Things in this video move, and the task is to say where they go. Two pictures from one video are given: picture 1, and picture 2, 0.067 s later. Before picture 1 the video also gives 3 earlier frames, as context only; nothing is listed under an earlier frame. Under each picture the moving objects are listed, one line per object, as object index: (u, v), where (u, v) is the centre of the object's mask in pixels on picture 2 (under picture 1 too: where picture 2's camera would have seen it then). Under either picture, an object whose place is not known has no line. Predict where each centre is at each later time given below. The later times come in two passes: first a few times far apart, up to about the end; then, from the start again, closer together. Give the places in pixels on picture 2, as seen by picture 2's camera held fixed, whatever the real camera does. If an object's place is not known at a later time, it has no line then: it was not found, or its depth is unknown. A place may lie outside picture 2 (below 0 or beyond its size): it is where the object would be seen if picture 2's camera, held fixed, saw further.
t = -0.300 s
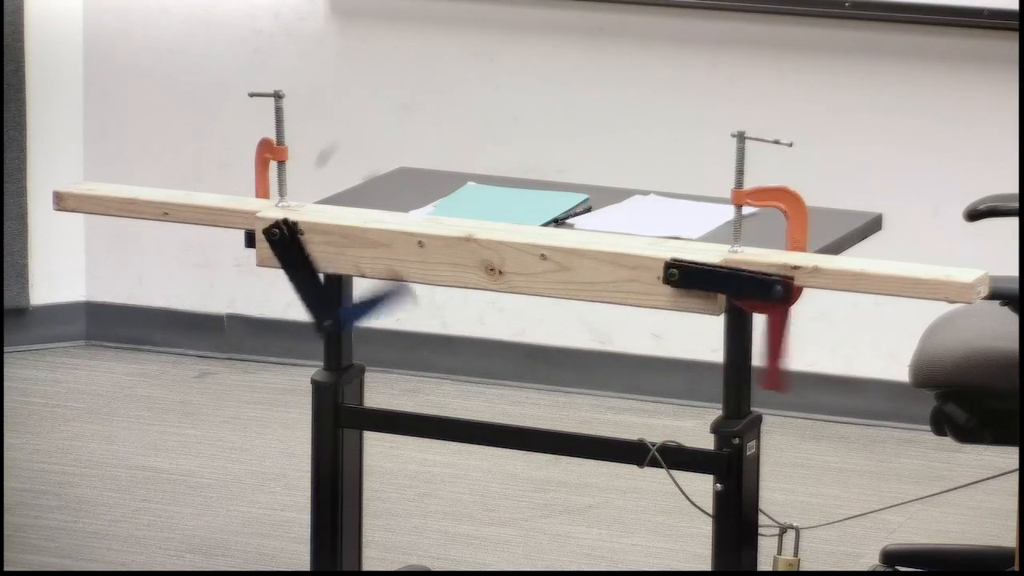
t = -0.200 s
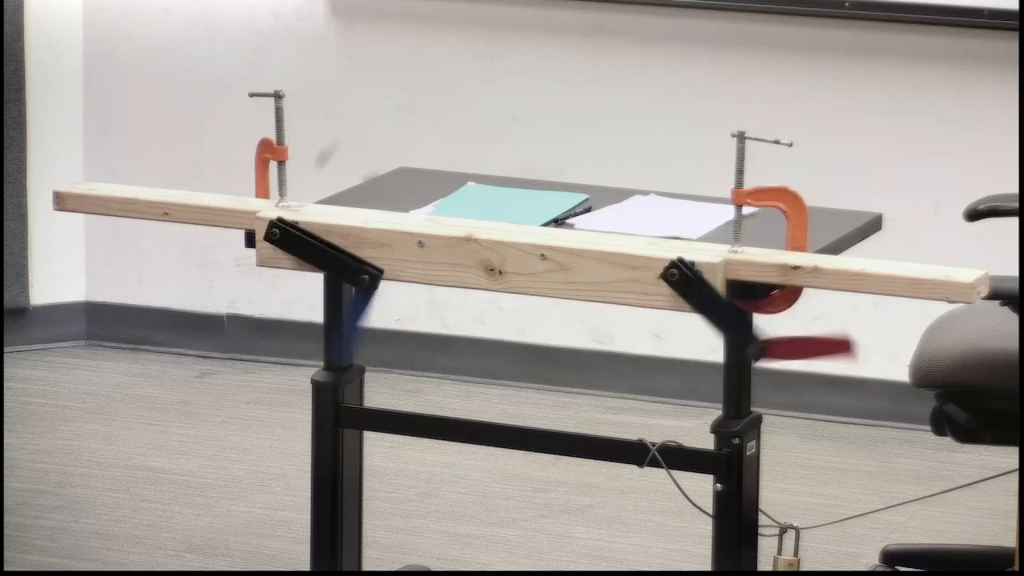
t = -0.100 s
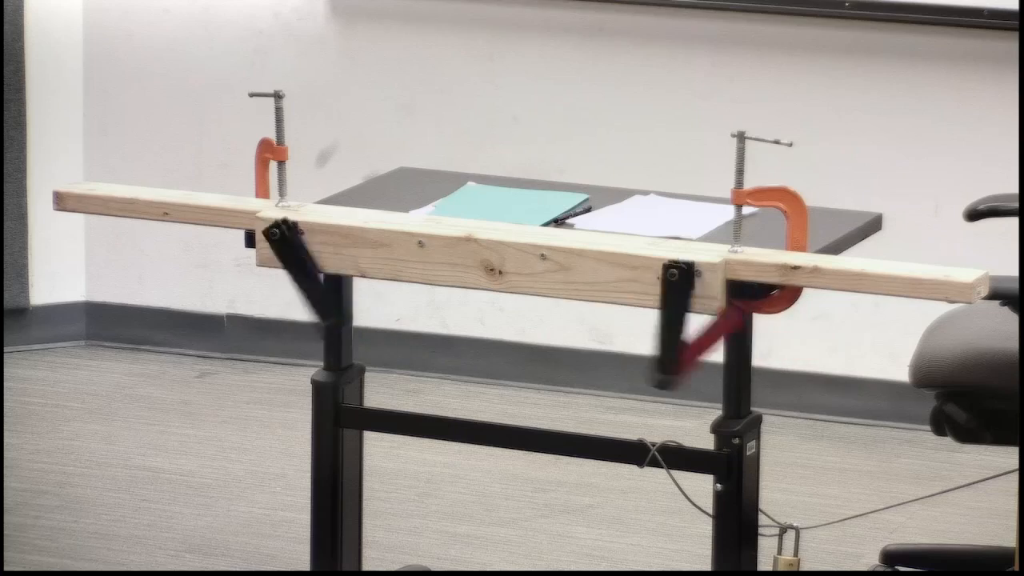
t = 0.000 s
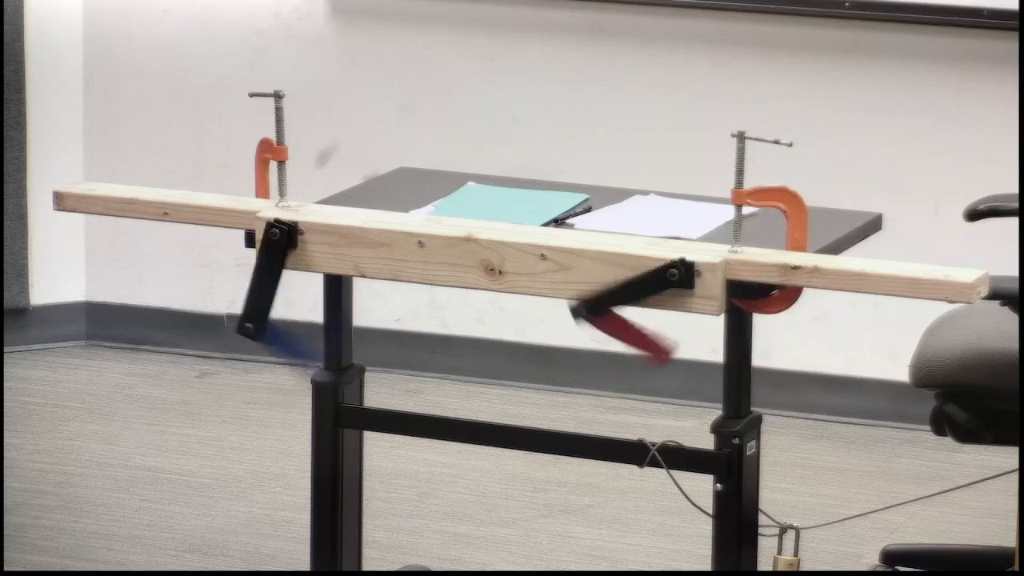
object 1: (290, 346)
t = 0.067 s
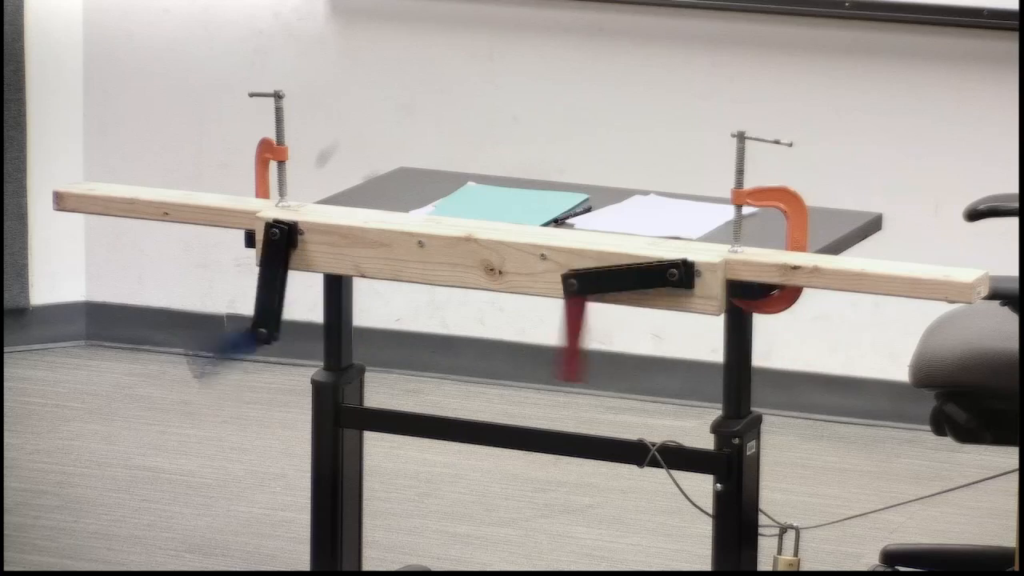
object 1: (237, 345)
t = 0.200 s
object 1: (258, 301)
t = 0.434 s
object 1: (344, 331)
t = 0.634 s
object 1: (348, 288)
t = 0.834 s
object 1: (242, 273)
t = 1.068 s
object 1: (260, 252)
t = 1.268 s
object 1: (284, 358)
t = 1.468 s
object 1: (310, 257)
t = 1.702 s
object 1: (243, 376)
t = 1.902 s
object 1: (239, 227)
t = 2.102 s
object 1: (218, 338)
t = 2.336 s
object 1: (405, 267)
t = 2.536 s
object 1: (402, 330)
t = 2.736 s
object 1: (199, 347)
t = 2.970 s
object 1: (191, 214)
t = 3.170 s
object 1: (276, 275)
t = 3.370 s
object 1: (398, 325)
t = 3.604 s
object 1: (196, 248)
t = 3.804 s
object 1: (209, 321)
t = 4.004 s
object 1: (354, 339)
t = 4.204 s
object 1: (402, 284)
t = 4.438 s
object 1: (205, 357)
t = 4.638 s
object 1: (256, 324)
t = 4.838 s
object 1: (320, 270)
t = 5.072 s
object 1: (291, 312)
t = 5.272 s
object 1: (159, 293)
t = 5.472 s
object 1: (269, 319)
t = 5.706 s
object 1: (330, 293)
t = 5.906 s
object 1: (274, 270)
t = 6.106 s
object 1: (167, 300)
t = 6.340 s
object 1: (327, 336)
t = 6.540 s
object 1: (325, 288)
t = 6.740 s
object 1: (297, 279)
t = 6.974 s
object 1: (223, 265)
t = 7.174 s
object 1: (276, 330)
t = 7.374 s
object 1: (340, 360)
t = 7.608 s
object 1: (201, 236)
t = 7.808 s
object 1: (166, 290)
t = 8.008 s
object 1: (358, 369)
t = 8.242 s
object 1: (412, 278)
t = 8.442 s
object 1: (274, 381)
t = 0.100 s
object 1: (215, 297)
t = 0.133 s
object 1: (231, 266)
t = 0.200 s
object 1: (258, 301)
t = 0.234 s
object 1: (239, 339)
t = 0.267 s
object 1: (208, 344)
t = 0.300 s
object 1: (196, 328)
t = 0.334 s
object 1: (217, 290)
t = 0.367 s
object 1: (248, 267)
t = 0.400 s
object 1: (308, 280)
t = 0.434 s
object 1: (344, 331)
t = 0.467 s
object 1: (348, 370)
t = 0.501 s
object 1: (328, 372)
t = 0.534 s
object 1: (303, 332)
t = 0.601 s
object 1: (318, 256)
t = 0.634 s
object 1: (348, 288)
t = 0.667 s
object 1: (364, 336)
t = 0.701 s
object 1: (339, 352)
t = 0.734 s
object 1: (303, 370)
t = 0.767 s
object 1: (264, 331)
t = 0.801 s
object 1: (253, 299)
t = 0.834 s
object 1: (242, 273)
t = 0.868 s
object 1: (239, 252)
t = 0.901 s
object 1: (238, 235)
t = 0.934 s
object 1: (237, 227)
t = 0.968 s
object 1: (239, 222)
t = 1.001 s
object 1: (240, 222)
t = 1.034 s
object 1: (223, 225)
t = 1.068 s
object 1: (260, 252)
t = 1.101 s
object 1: (249, 270)
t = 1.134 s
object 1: (247, 294)
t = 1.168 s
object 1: (254, 328)
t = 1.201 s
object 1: (260, 359)
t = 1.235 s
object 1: (269, 385)
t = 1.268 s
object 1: (284, 358)
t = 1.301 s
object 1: (294, 333)
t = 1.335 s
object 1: (306, 304)
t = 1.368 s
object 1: (310, 283)
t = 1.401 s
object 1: (309, 267)
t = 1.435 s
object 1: (310, 260)
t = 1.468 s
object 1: (310, 257)
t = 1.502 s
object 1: (309, 258)
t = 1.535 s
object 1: (303, 263)
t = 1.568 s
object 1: (299, 275)
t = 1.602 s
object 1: (293, 297)
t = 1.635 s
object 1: (279, 323)
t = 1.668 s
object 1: (262, 350)
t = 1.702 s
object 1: (243, 376)
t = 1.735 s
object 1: (243, 364)
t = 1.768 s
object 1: (241, 329)
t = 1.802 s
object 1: (242, 298)
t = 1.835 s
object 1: (244, 271)
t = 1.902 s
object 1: (239, 227)
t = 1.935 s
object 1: (227, 220)
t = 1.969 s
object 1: (215, 225)
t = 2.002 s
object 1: (206, 238)
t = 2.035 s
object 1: (199, 262)
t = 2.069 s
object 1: (195, 292)
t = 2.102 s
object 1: (218, 338)
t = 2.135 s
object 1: (247, 365)
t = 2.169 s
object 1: (289, 365)
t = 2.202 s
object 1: (330, 345)
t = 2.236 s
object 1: (348, 322)
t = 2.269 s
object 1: (368, 300)
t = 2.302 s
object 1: (386, 282)
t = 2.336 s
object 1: (405, 267)
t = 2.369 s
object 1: (415, 262)
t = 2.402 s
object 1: (423, 264)
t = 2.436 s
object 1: (423, 271)
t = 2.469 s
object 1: (419, 285)
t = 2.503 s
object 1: (408, 301)
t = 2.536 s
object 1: (402, 330)
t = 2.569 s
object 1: (381, 348)
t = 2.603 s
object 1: (358, 370)
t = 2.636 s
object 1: (327, 385)
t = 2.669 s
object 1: (282, 382)
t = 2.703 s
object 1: (239, 375)
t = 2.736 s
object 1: (199, 347)
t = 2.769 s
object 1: (169, 314)
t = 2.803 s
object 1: (160, 276)
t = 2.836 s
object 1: (159, 247)
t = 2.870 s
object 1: (162, 227)
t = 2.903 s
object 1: (170, 214)
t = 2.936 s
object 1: (180, 210)
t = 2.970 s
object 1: (191, 214)
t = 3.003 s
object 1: (204, 224)
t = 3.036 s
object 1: (218, 240)
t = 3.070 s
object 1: (236, 252)
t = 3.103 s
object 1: (252, 264)
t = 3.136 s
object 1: (263, 267)
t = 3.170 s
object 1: (276, 275)
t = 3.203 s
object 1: (293, 286)
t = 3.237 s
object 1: (315, 299)
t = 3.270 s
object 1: (338, 312)
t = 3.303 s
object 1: (366, 324)
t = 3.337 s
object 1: (392, 333)
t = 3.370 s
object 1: (398, 325)
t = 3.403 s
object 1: (377, 309)
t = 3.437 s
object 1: (348, 298)
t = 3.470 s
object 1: (318, 282)
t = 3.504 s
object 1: (292, 255)
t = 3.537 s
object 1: (250, 252)
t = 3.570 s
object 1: (220, 253)
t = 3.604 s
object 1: (196, 248)
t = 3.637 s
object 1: (172, 242)
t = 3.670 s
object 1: (155, 250)
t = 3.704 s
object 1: (150, 267)
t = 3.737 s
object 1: (162, 287)
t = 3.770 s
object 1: (184, 304)
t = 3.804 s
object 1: (209, 321)
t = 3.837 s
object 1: (234, 340)
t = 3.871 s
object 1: (263, 363)
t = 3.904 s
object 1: (292, 383)
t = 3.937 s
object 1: (320, 378)
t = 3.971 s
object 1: (338, 356)
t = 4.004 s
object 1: (354, 339)
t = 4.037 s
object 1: (373, 324)
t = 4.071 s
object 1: (390, 311)
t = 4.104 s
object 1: (404, 298)
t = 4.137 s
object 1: (413, 290)
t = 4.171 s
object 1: (416, 285)
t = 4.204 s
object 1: (402, 284)
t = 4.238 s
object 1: (382, 289)
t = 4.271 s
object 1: (362, 295)
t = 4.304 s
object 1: (337, 309)
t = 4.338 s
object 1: (313, 323)
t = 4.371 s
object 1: (285, 340)
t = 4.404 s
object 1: (249, 361)
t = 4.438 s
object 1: (205, 357)
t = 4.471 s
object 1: (183, 319)
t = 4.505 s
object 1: (192, 277)
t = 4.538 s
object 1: (214, 256)
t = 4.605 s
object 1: (265, 282)
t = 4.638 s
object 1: (256, 324)
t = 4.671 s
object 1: (236, 350)
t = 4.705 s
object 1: (223, 361)
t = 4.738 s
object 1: (227, 337)
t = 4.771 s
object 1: (246, 302)
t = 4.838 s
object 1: (320, 270)
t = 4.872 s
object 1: (355, 279)
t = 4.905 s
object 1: (381, 305)
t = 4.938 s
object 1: (399, 334)
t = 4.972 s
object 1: (377, 342)
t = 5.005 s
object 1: (343, 336)
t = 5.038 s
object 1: (315, 326)
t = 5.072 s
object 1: (291, 312)
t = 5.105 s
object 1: (265, 302)
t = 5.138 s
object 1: (242, 296)
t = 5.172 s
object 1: (216, 292)
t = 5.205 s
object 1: (190, 288)
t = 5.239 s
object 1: (169, 288)
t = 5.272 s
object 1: (159, 293)
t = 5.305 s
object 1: (170, 296)
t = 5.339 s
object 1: (190, 295)
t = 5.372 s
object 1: (209, 295)
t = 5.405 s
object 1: (228, 297)
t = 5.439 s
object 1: (248, 306)
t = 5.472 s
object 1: (269, 319)
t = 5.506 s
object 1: (297, 338)
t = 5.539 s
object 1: (323, 359)
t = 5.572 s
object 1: (345, 378)
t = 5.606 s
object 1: (345, 365)
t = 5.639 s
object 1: (342, 340)
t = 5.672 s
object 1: (337, 313)
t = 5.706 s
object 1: (330, 293)
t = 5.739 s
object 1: (322, 279)
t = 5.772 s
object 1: (317, 270)
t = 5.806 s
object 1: (307, 267)
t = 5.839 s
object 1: (299, 267)
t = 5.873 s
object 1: (296, 274)
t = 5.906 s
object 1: (274, 270)
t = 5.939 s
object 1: (258, 277)
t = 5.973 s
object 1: (235, 283)
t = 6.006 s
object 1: (207, 283)
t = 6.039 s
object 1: (183, 286)
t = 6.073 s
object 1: (163, 292)
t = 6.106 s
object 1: (167, 300)
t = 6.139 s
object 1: (187, 300)
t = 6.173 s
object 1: (209, 301)
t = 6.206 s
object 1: (229, 300)
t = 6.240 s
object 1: (247, 302)
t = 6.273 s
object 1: (268, 310)
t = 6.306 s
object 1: (296, 323)
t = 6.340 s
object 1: (327, 336)
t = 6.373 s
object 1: (355, 353)
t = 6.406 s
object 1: (368, 363)
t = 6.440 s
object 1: (360, 346)
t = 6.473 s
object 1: (348, 327)
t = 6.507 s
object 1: (337, 304)
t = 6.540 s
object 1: (325, 288)
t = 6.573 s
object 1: (311, 275)
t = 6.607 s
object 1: (301, 268)
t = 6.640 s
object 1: (308, 244)
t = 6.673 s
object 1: (301, 245)
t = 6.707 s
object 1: (302, 275)
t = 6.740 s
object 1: (297, 279)
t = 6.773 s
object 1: (284, 301)
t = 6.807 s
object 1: (267, 322)
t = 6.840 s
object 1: (234, 335)
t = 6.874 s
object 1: (203, 344)
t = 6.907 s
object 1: (185, 324)
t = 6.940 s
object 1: (197, 289)
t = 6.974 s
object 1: (223, 265)
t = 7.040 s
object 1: (286, 308)
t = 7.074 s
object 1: (296, 346)
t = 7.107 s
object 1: (298, 376)
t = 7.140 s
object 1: (287, 366)
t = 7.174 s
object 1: (276, 330)
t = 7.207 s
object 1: (278, 286)
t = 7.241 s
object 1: (317, 263)
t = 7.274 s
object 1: (347, 283)
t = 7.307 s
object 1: (372, 319)
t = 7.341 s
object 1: (372, 362)
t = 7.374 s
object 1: (340, 360)
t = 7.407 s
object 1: (299, 347)
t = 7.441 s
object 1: (272, 320)
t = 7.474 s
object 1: (255, 297)
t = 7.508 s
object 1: (240, 277)
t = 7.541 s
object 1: (228, 264)
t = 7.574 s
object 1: (214, 250)
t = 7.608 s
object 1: (201, 236)
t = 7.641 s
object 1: (189, 226)
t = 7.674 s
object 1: (178, 222)
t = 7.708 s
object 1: (170, 230)
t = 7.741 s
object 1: (162, 239)
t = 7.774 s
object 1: (160, 260)
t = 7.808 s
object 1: (166, 290)
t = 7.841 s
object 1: (179, 326)
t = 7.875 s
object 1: (212, 359)
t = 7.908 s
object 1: (252, 376)
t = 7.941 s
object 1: (292, 381)
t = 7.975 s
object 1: (331, 385)
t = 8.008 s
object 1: (358, 369)
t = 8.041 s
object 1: (383, 353)
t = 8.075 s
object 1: (400, 334)
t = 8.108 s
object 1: (407, 311)
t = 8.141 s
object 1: (414, 294)
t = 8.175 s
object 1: (420, 285)
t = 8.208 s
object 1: (418, 279)
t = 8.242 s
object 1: (412, 278)
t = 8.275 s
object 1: (399, 285)
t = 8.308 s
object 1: (382, 297)
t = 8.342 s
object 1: (364, 315)
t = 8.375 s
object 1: (343, 336)
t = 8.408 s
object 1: (310, 357)
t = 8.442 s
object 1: (274, 381)
